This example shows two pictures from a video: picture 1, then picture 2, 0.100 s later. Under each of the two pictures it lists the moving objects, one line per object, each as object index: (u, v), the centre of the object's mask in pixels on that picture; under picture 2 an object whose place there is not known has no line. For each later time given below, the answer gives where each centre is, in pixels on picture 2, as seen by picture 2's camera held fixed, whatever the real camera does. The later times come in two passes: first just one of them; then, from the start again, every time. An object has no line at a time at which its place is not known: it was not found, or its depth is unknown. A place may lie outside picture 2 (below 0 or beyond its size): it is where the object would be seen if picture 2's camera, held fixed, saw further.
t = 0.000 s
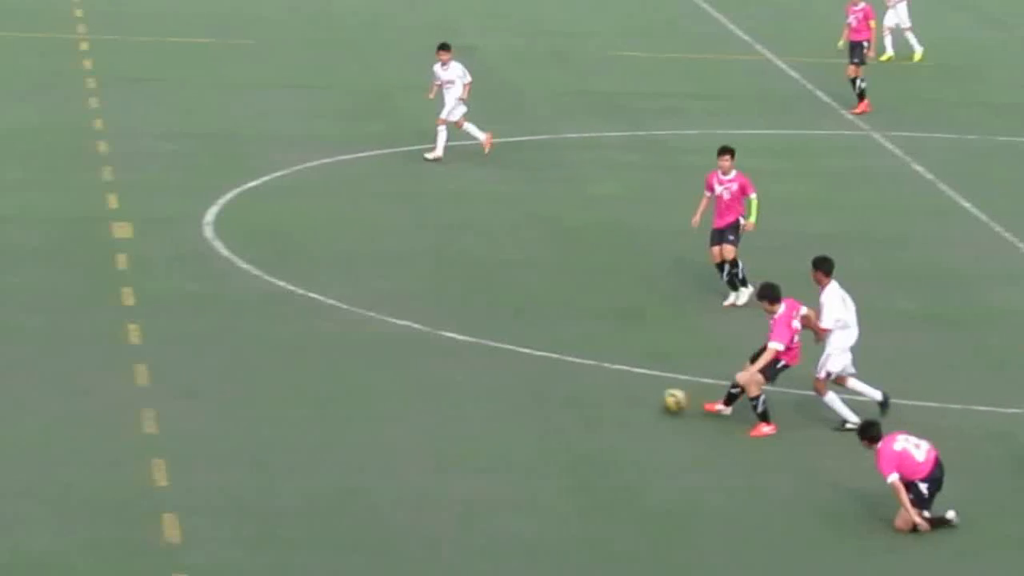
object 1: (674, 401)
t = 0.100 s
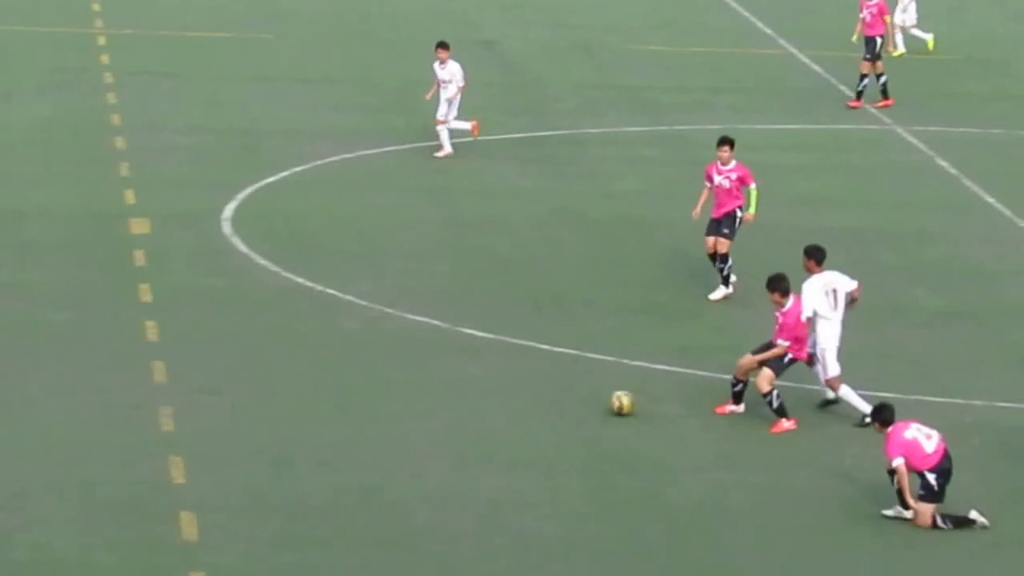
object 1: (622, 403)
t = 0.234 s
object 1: (539, 401)
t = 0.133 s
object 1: (601, 401)
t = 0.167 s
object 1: (580, 401)
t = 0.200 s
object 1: (560, 401)
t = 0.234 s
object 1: (539, 401)
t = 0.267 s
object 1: (519, 403)
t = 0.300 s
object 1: (499, 406)
